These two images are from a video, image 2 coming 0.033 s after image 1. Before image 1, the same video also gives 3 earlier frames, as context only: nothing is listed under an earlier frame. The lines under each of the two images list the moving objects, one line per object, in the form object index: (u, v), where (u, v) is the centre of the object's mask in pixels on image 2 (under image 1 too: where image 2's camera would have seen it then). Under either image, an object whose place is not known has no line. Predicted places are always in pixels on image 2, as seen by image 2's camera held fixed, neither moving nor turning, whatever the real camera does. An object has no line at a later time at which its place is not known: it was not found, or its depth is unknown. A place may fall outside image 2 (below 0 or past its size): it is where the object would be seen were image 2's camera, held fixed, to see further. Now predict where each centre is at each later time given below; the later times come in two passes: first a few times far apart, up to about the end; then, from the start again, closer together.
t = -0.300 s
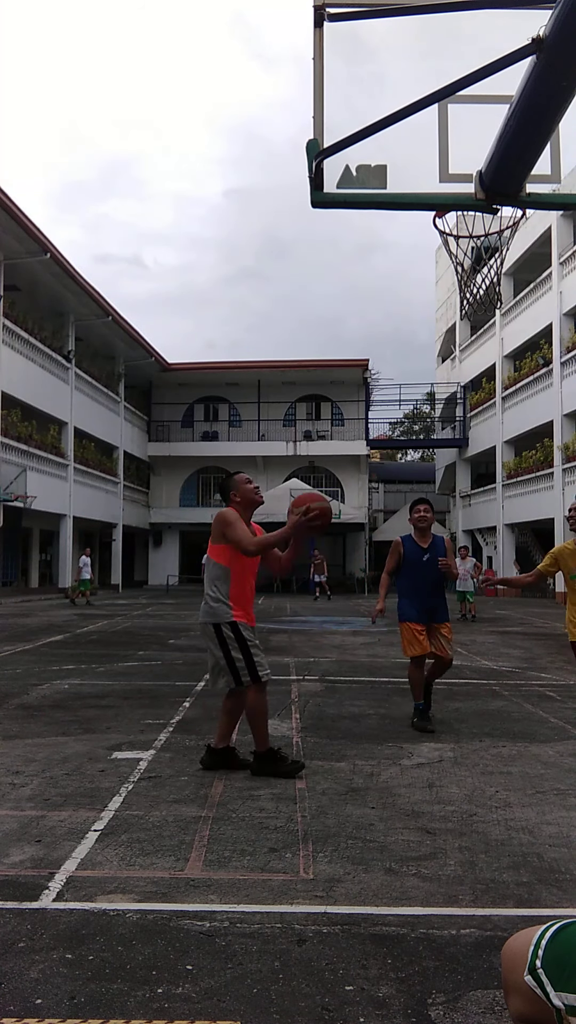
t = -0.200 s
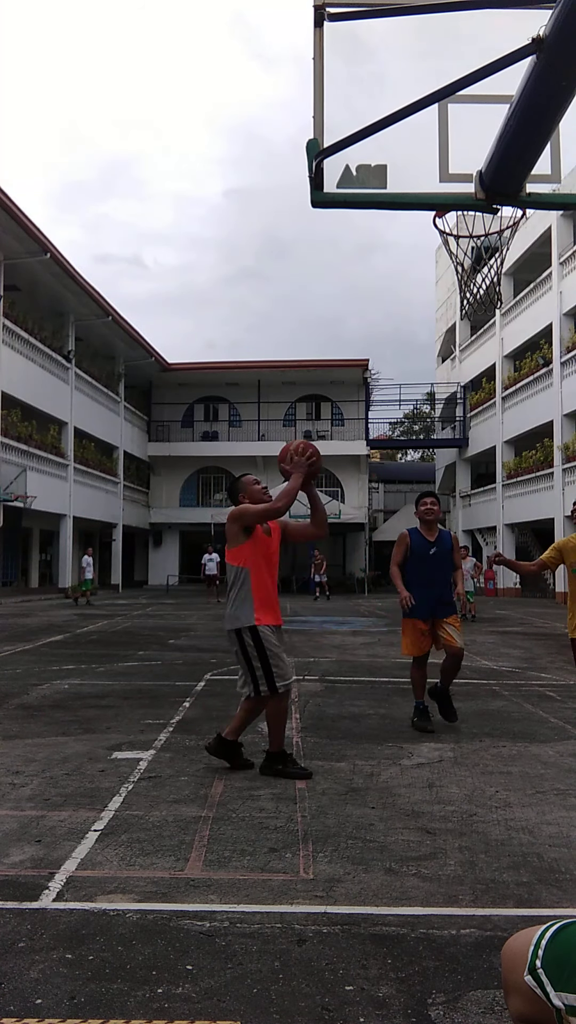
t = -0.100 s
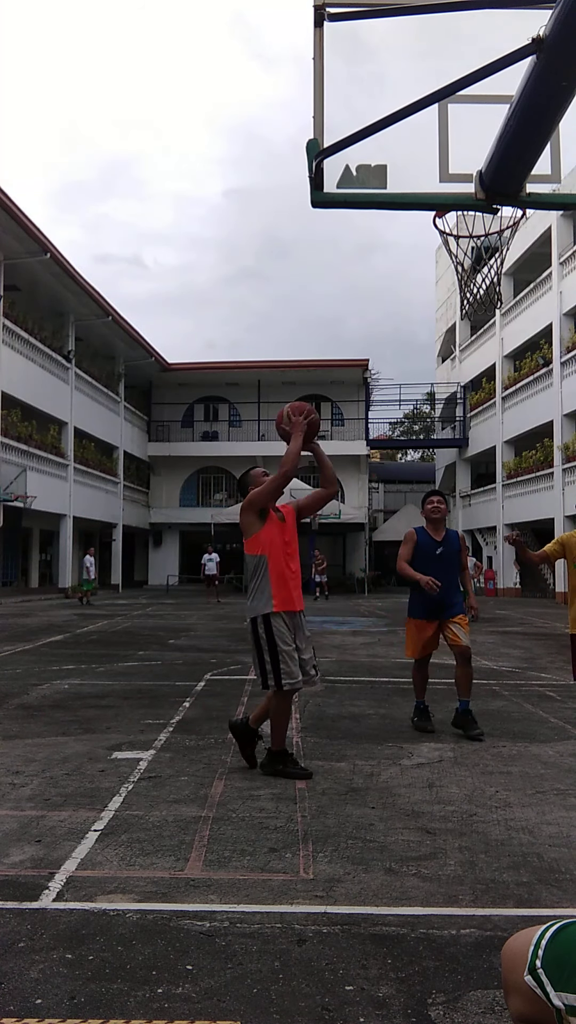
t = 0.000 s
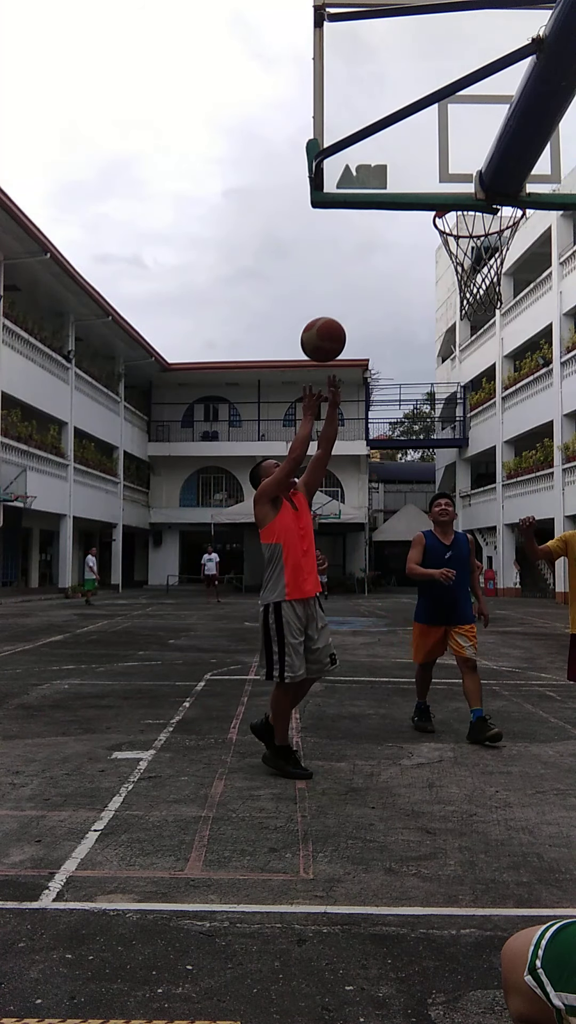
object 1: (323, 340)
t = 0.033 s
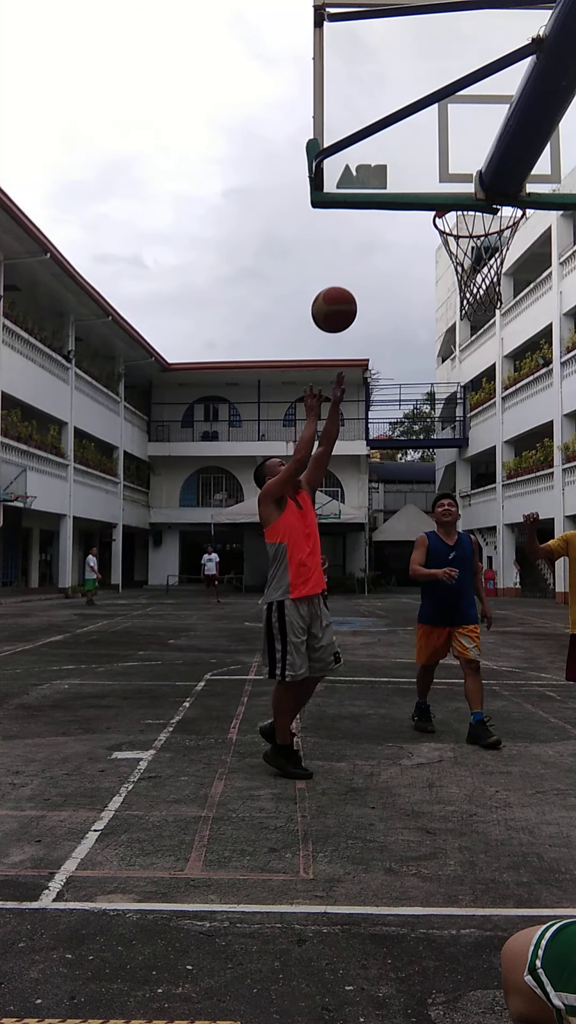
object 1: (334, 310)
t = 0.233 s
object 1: (405, 165)
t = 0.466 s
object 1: (458, 172)
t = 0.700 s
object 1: (486, 269)
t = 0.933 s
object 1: (481, 327)
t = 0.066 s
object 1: (345, 281)
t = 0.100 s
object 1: (356, 254)
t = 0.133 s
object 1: (368, 231)
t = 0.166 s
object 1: (378, 219)
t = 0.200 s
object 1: (400, 177)
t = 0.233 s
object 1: (405, 165)
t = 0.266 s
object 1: (415, 148)
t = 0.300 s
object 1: (420, 146)
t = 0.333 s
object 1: (424, 148)
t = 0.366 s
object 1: (435, 152)
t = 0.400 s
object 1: (438, 157)
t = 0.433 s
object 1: (451, 165)
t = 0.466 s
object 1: (458, 172)
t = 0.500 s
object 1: (463, 183)
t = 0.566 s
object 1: (474, 225)
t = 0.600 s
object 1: (481, 237)
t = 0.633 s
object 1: (485, 250)
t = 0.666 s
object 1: (485, 260)
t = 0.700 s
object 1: (486, 269)
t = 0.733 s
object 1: (486, 274)
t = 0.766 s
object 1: (485, 280)
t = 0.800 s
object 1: (485, 286)
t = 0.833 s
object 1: (484, 293)
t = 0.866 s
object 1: (484, 304)
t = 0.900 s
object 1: (483, 313)
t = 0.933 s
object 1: (481, 327)
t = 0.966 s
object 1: (480, 343)
